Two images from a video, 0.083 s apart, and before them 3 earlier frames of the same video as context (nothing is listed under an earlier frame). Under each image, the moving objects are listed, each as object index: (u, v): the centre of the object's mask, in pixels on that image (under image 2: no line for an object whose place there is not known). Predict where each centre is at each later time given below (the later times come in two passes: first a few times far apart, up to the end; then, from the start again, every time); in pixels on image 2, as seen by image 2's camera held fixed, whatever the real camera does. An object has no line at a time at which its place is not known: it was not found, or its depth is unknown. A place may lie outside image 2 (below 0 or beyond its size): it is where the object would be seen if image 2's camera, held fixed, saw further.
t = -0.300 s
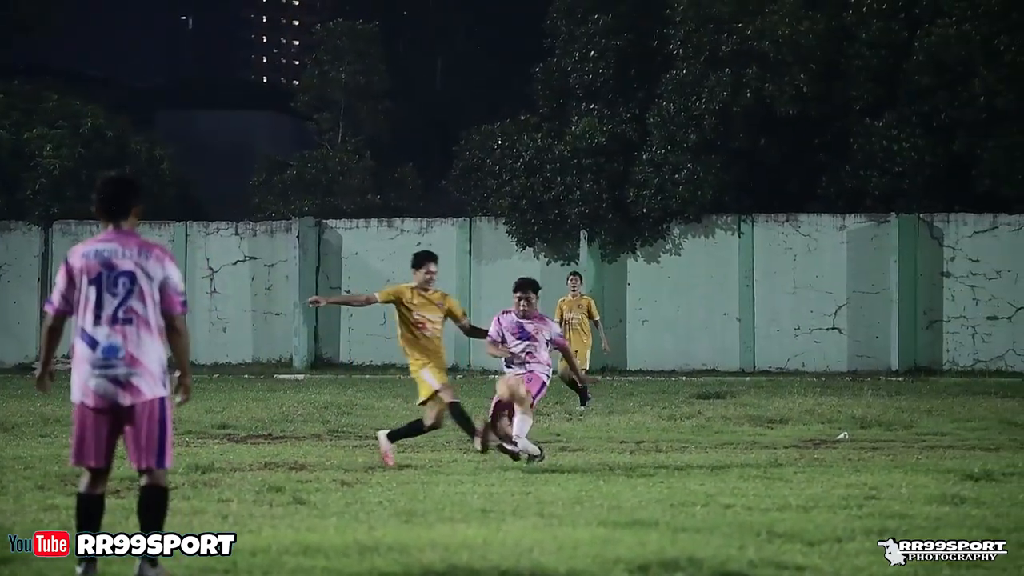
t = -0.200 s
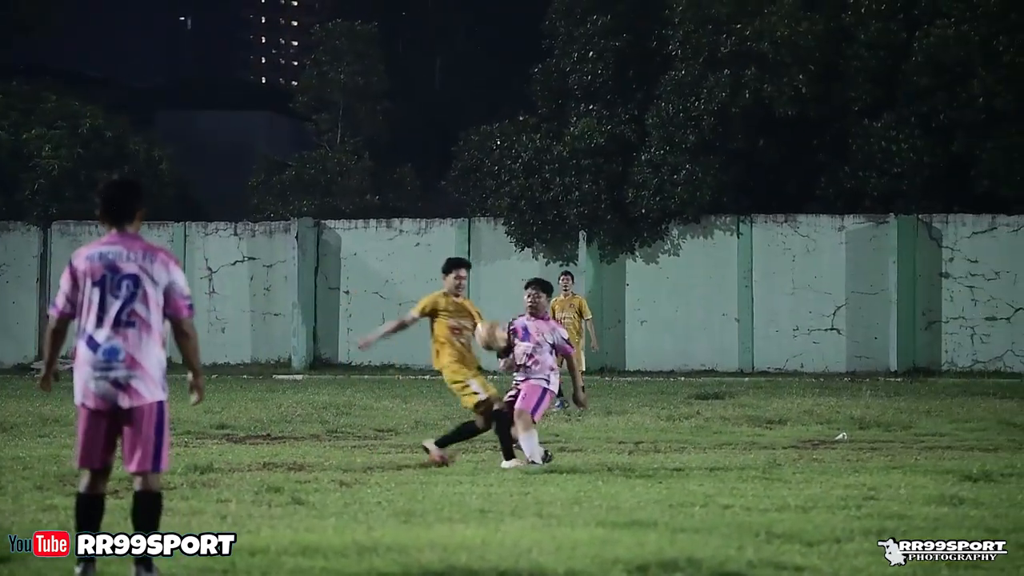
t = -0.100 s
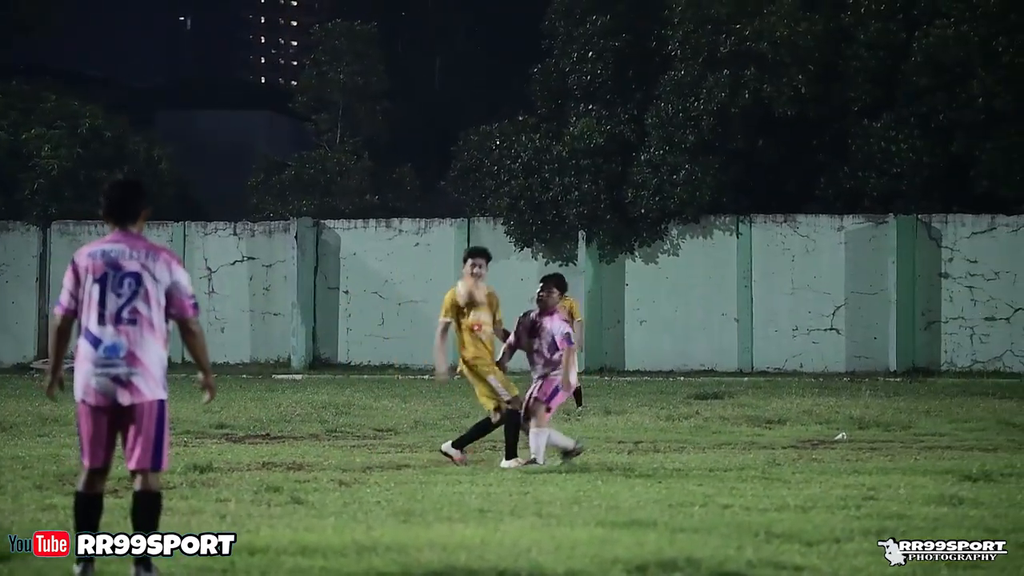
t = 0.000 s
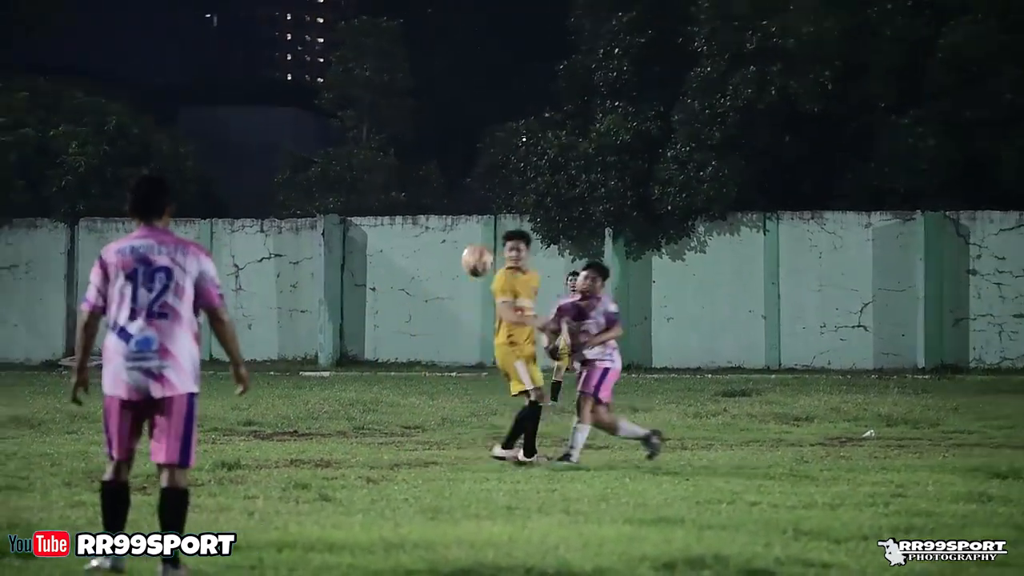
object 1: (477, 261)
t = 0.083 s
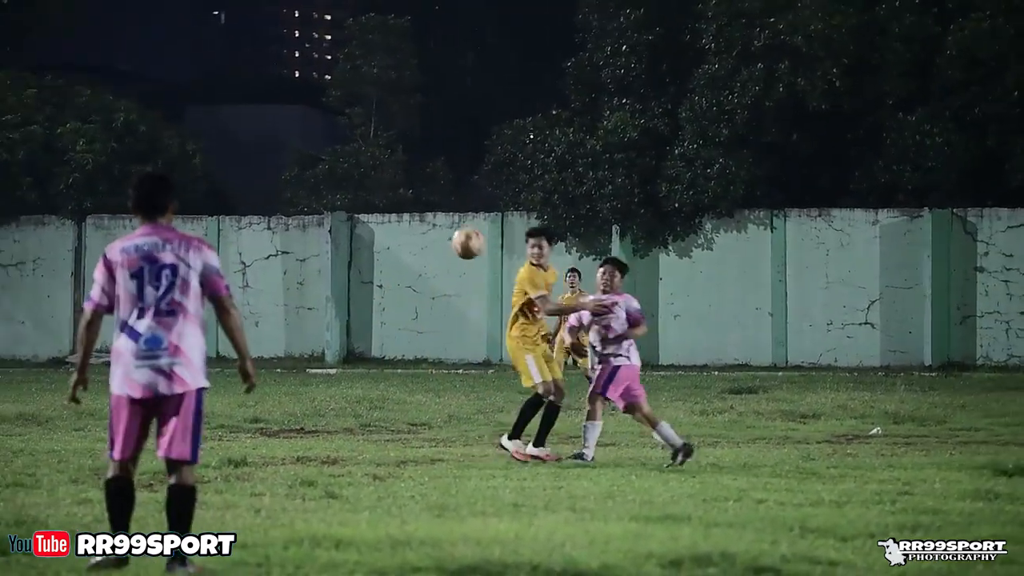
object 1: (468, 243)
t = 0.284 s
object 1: (425, 245)
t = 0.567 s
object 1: (358, 348)
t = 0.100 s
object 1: (464, 241)
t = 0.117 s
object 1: (460, 239)
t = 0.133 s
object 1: (457, 239)
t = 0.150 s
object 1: (453, 238)
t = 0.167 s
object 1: (449, 237)
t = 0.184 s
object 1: (446, 237)
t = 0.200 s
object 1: (443, 237)
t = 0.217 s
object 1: (440, 238)
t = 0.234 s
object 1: (436, 239)
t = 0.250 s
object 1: (433, 240)
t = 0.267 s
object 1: (429, 242)
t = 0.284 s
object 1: (425, 245)
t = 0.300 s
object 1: (420, 248)
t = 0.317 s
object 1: (417, 250)
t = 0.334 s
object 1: (413, 254)
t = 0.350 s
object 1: (409, 258)
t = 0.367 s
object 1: (406, 262)
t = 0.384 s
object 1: (403, 267)
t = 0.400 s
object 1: (398, 273)
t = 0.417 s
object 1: (395, 278)
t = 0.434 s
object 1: (391, 284)
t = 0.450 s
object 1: (386, 291)
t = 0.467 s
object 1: (382, 297)
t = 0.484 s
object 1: (378, 304)
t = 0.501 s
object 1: (373, 313)
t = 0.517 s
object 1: (369, 320)
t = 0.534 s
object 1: (366, 329)
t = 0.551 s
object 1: (362, 338)
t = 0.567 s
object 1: (358, 348)
